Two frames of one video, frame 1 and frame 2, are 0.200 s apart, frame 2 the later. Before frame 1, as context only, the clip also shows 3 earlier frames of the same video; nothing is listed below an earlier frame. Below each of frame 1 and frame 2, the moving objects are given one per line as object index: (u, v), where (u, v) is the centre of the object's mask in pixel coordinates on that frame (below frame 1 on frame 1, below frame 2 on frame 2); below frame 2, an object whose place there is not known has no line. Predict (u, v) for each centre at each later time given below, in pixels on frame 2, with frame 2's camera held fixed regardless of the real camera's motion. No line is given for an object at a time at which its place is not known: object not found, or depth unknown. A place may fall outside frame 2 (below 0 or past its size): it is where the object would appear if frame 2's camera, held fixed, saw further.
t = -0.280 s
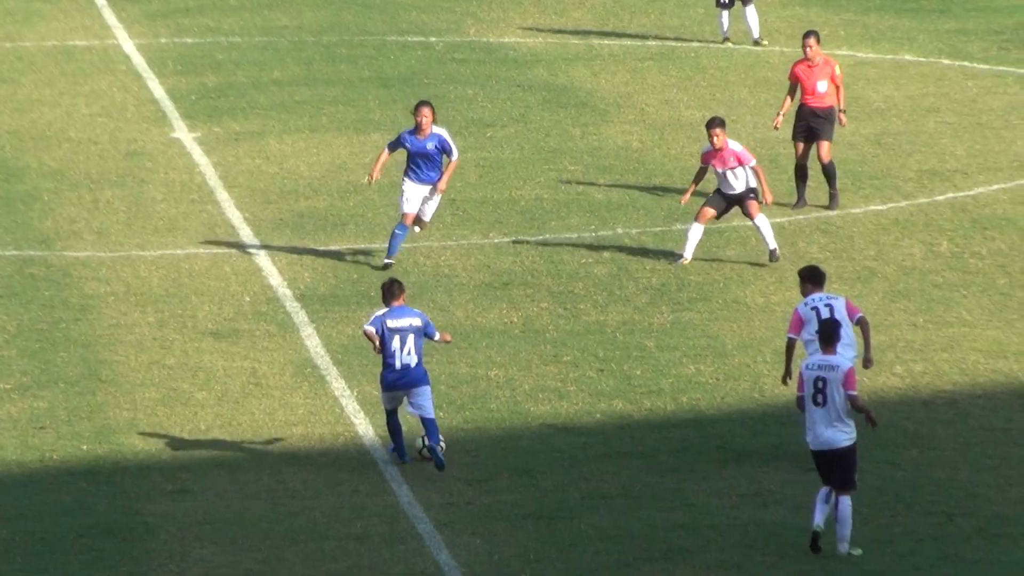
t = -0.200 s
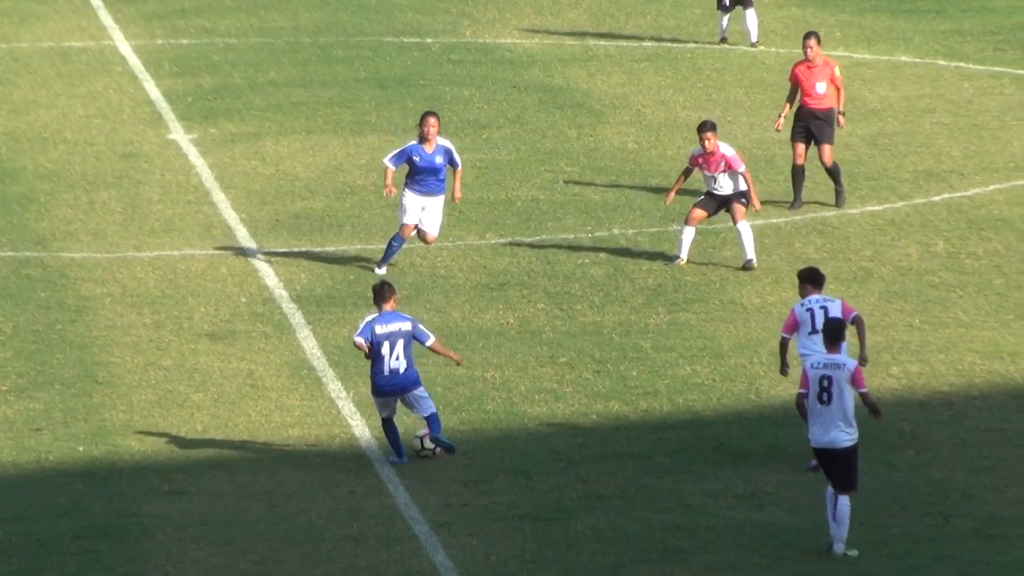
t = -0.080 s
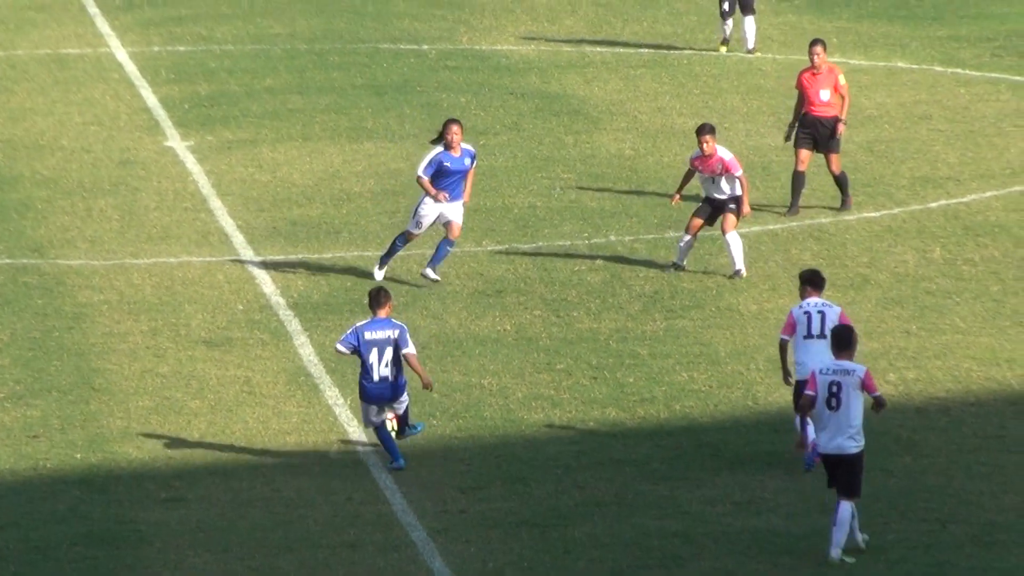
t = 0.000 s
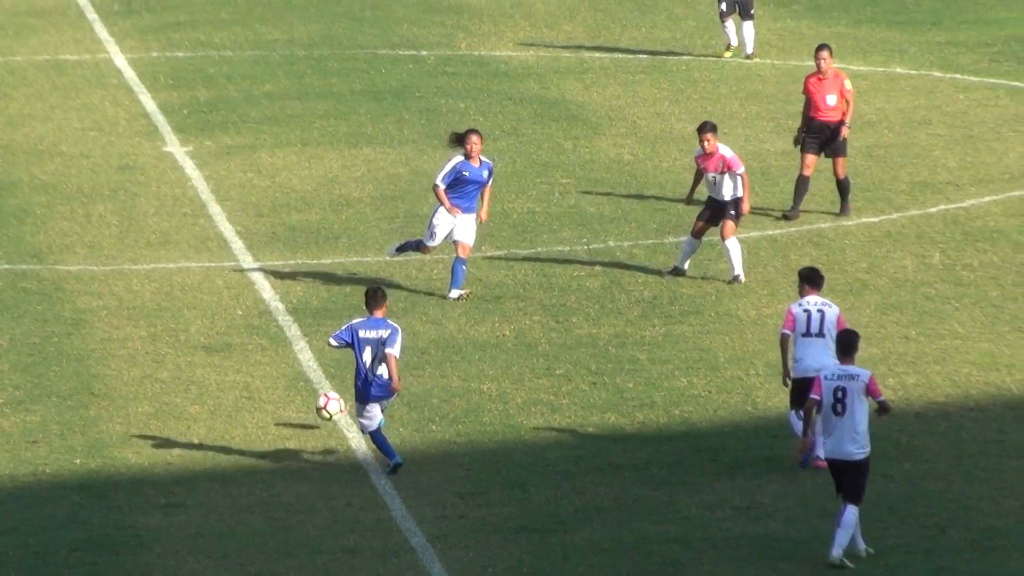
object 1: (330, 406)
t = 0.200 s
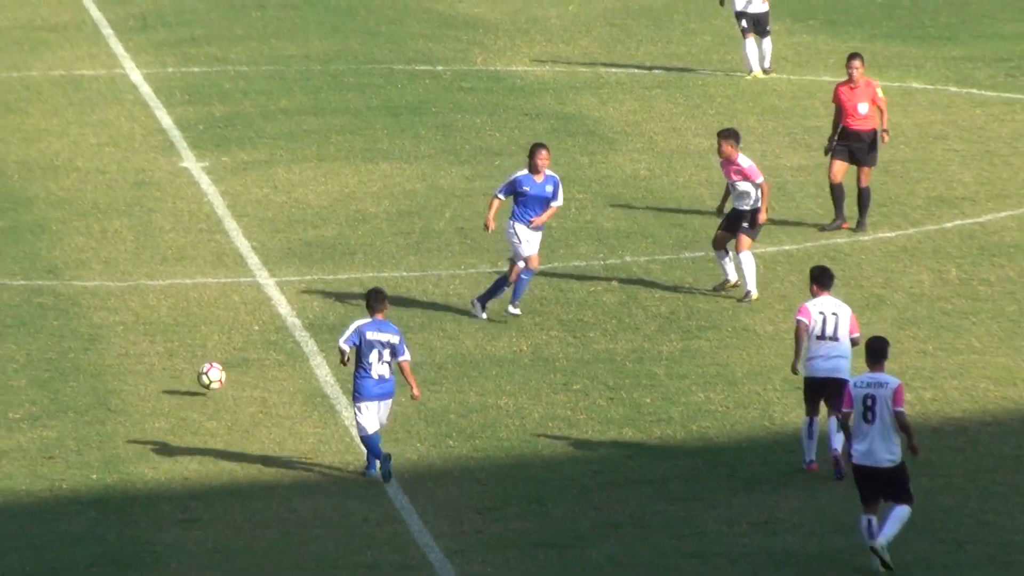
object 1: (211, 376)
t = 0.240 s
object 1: (186, 366)
